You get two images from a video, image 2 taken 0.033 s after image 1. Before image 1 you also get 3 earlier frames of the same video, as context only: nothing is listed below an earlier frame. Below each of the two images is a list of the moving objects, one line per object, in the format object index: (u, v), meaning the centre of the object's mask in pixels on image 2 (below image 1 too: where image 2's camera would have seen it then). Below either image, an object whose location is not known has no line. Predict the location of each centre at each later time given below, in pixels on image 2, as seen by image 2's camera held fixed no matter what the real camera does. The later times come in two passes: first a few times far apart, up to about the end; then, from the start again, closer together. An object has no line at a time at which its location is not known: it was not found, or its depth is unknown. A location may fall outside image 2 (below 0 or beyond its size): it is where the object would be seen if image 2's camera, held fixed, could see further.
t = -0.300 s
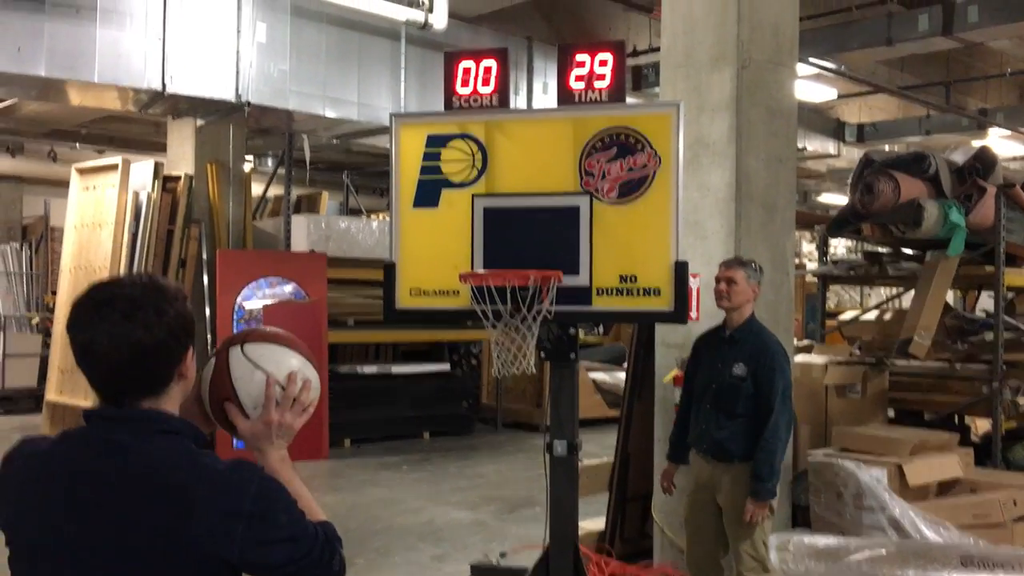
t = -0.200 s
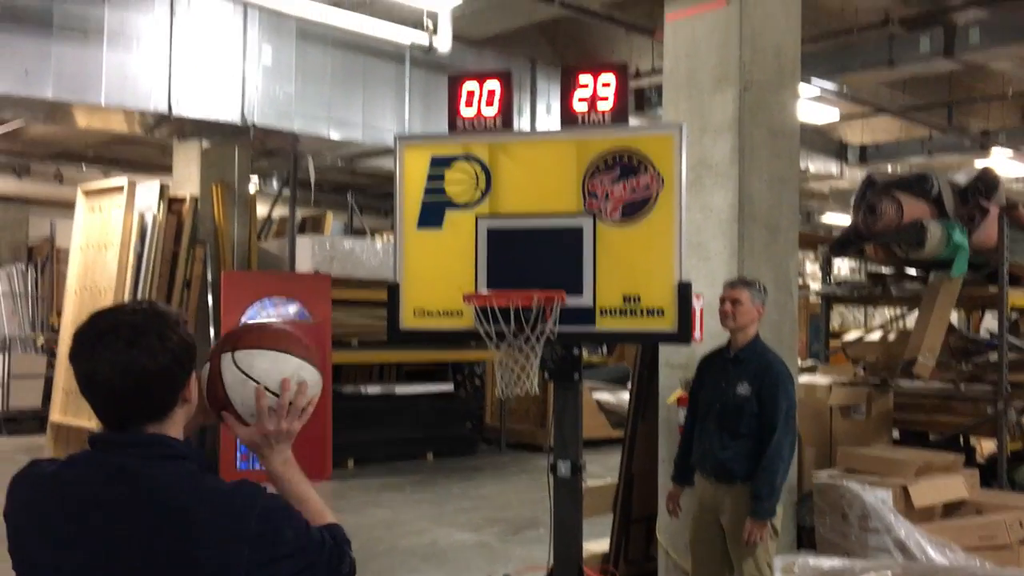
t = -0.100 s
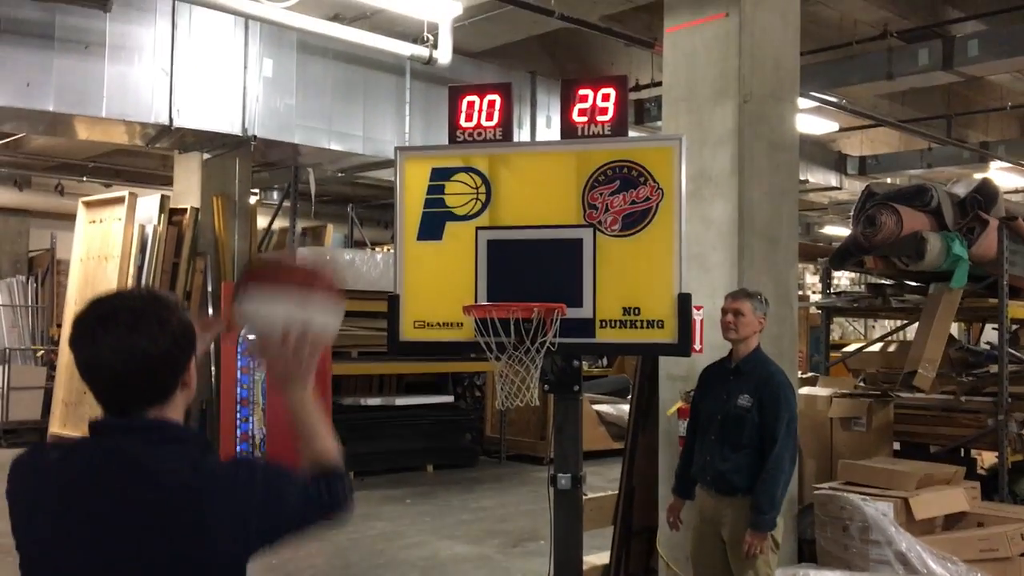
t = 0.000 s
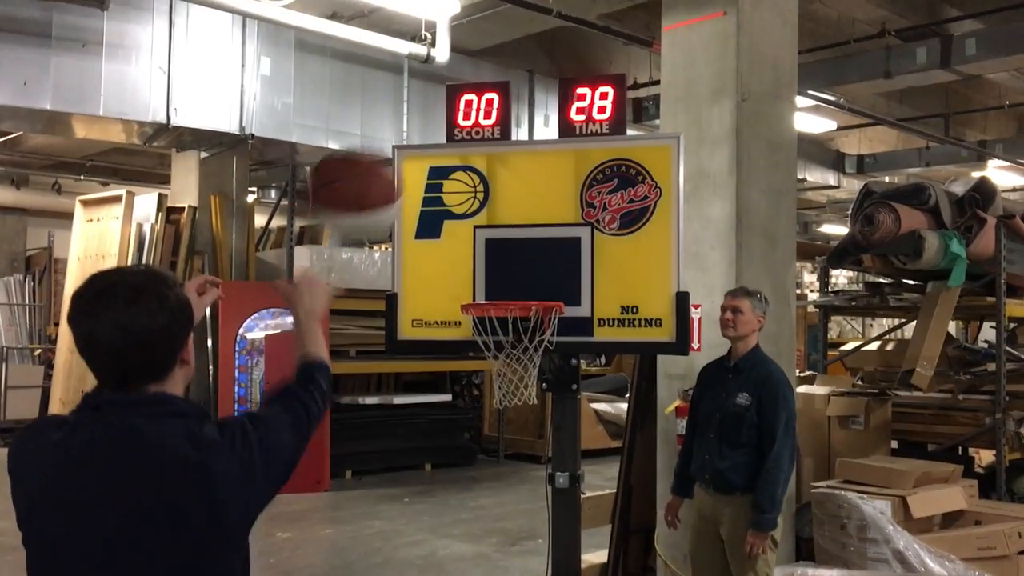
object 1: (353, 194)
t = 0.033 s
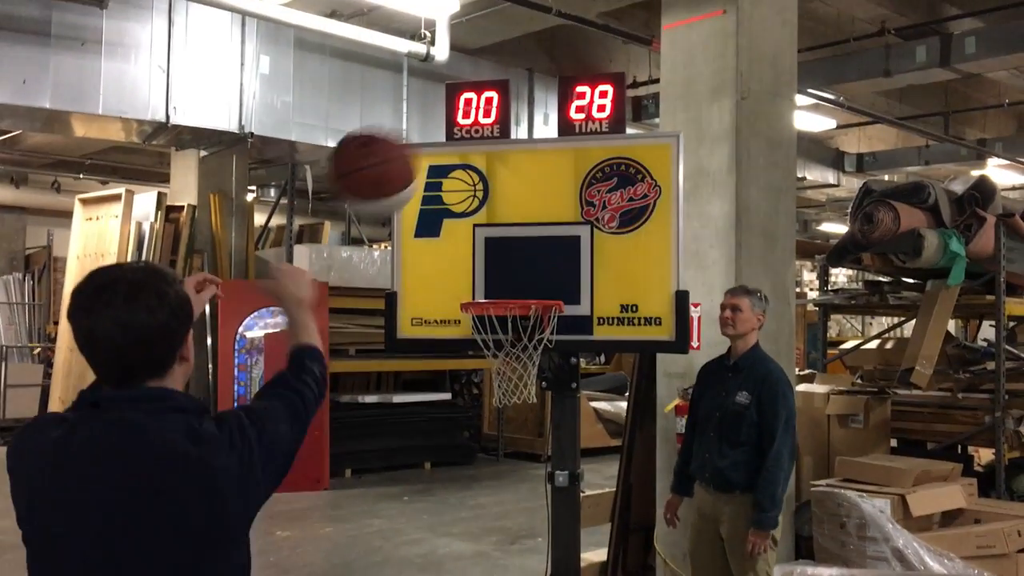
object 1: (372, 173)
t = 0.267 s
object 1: (471, 151)
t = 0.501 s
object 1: (526, 253)
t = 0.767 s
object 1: (409, 230)
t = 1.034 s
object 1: (228, 288)
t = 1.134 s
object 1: (150, 354)
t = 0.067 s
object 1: (392, 156)
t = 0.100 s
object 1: (408, 145)
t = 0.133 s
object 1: (424, 140)
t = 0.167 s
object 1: (437, 139)
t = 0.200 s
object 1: (449, 140)
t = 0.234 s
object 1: (460, 144)
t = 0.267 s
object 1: (471, 151)
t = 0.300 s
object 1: (480, 159)
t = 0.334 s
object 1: (489, 170)
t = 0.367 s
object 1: (497, 184)
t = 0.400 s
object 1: (505, 199)
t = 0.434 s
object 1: (512, 216)
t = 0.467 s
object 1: (519, 234)
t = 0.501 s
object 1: (526, 253)
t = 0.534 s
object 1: (531, 272)
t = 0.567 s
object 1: (531, 282)
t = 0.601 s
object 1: (513, 272)
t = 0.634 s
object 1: (493, 259)
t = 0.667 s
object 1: (473, 251)
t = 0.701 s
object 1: (450, 241)
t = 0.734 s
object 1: (432, 235)
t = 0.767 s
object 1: (409, 230)
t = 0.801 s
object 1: (388, 229)
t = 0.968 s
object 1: (273, 258)
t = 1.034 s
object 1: (228, 288)
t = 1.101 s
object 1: (176, 328)
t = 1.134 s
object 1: (150, 354)
